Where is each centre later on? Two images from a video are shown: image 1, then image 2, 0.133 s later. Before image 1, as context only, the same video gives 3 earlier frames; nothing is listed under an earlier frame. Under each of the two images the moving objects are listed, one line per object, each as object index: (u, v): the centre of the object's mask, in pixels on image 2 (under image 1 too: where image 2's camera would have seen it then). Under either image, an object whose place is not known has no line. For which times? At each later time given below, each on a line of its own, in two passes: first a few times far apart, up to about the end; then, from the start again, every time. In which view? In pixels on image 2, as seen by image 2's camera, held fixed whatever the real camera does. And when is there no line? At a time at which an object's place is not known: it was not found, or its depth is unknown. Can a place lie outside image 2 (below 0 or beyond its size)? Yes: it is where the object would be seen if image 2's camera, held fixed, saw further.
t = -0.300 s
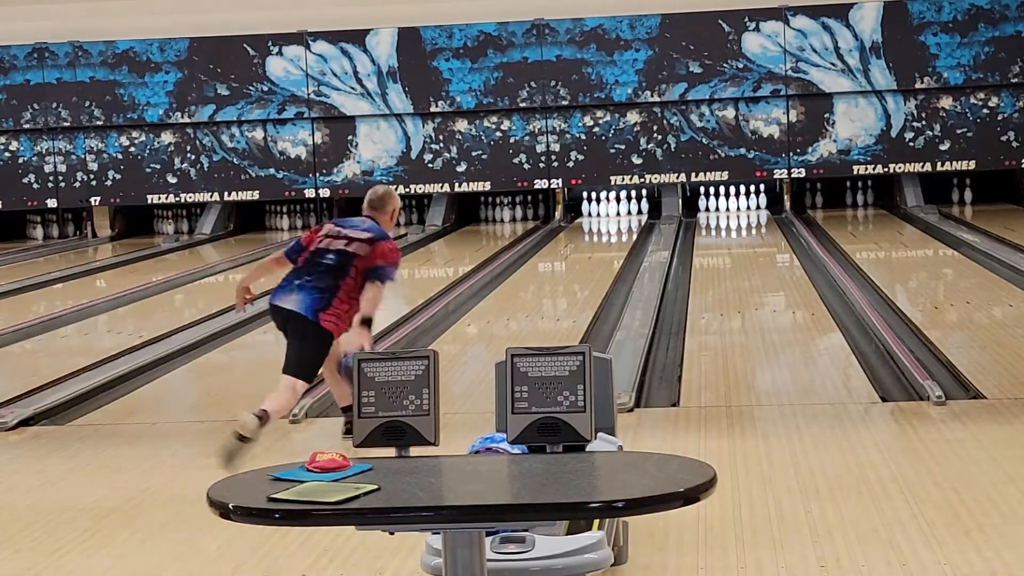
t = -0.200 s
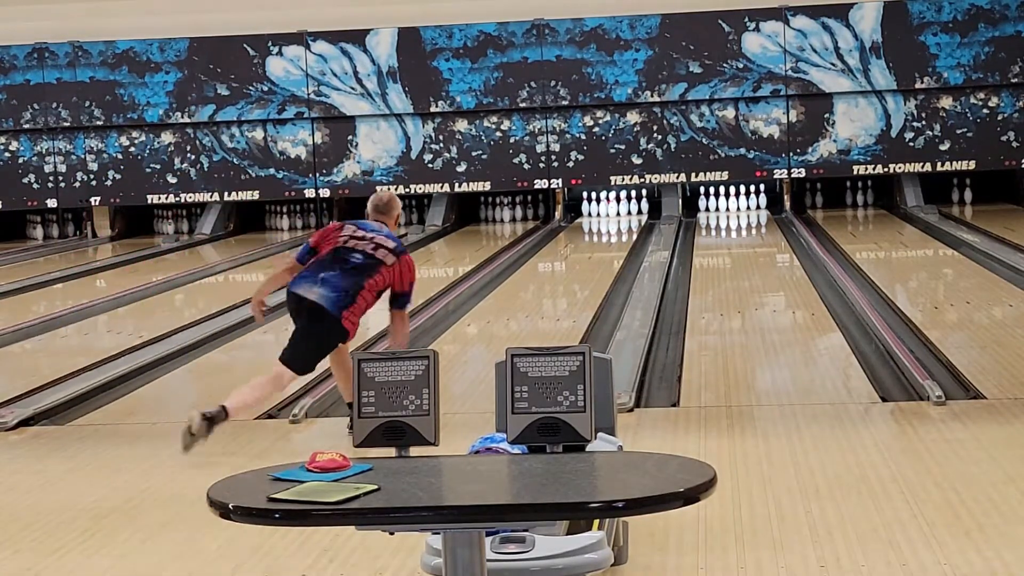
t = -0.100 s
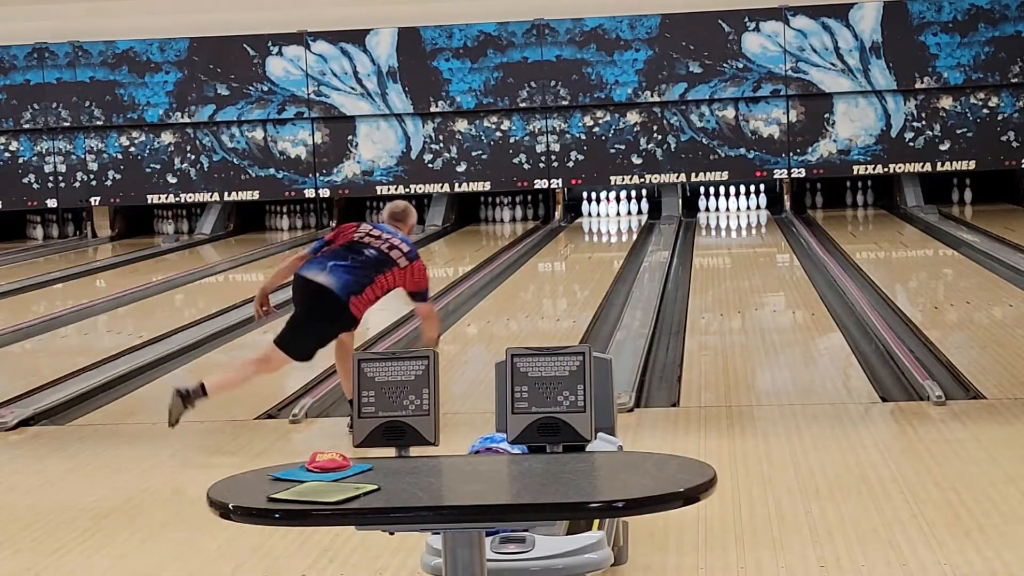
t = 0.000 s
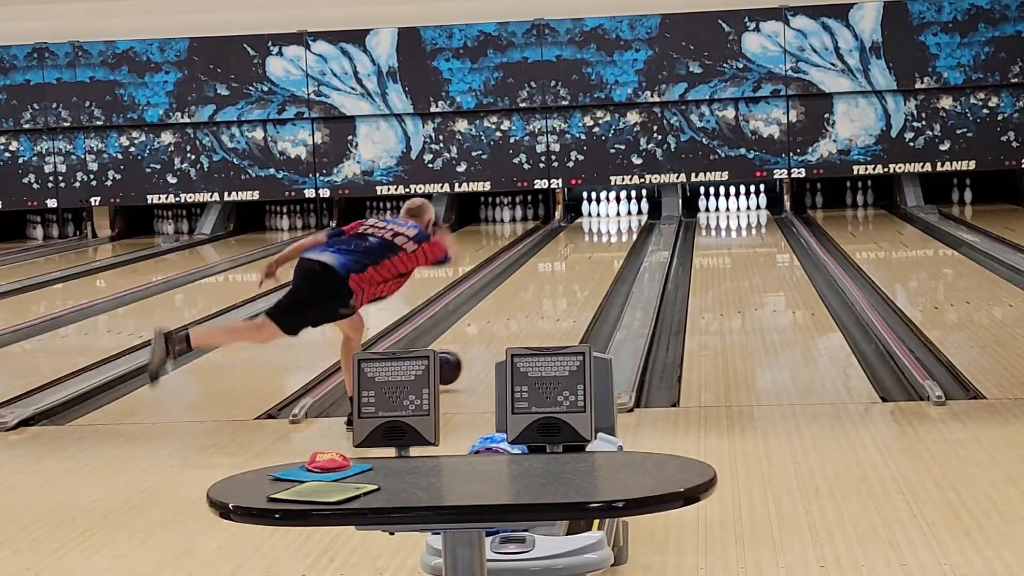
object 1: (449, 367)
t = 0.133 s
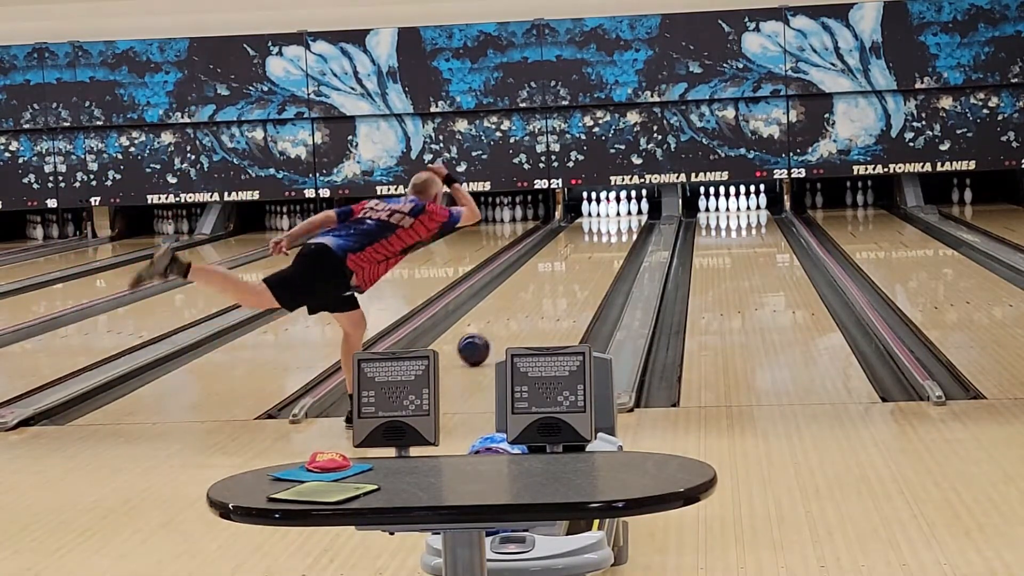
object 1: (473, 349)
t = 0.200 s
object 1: (487, 339)
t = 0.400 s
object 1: (519, 313)
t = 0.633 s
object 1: (547, 292)
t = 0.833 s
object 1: (567, 275)
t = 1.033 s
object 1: (583, 262)
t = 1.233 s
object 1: (597, 250)
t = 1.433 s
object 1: (608, 240)
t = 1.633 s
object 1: (615, 232)
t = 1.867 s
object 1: (621, 224)
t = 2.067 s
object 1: (622, 218)
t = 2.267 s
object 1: (620, 214)
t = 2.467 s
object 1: (620, 210)
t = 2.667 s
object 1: (625, 208)
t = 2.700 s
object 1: (625, 208)
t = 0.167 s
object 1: (480, 344)
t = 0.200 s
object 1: (487, 339)
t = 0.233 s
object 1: (493, 334)
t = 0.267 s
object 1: (498, 330)
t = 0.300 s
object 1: (504, 325)
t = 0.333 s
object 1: (509, 321)
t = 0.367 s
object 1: (514, 317)
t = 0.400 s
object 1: (519, 313)
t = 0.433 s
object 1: (524, 310)
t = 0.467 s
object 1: (528, 306)
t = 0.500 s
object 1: (533, 303)
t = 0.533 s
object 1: (537, 299)
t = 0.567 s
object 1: (541, 296)
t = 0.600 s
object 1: (543, 295)
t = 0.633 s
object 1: (547, 292)
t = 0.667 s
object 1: (550, 289)
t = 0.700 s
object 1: (554, 286)
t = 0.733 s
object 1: (557, 283)
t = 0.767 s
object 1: (561, 280)
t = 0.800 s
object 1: (564, 278)
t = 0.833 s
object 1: (567, 275)
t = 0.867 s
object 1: (570, 273)
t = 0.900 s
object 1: (573, 271)
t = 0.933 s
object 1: (576, 269)
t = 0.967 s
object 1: (578, 266)
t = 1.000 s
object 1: (581, 264)
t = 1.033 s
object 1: (583, 262)
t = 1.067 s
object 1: (586, 260)
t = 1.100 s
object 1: (588, 258)
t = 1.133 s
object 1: (591, 256)
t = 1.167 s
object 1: (593, 254)
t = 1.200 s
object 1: (595, 252)
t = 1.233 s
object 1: (597, 250)
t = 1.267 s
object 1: (599, 248)
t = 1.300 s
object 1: (601, 247)
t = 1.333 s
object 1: (603, 245)
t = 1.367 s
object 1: (604, 243)
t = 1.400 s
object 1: (606, 242)
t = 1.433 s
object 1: (608, 240)
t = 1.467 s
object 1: (609, 239)
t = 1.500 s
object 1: (610, 237)
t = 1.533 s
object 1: (612, 236)
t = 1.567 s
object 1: (613, 235)
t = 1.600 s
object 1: (614, 233)
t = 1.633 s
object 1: (615, 232)
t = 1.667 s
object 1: (617, 231)
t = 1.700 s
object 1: (617, 229)
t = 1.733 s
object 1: (618, 228)
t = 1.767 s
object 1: (619, 227)
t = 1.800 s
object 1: (620, 226)
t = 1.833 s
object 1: (620, 225)
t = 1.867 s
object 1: (621, 224)
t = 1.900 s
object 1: (621, 223)
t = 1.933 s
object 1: (621, 222)
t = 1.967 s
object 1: (622, 221)
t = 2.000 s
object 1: (622, 220)
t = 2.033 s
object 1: (622, 219)
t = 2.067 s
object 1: (622, 218)
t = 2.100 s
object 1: (622, 217)
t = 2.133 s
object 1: (622, 217)
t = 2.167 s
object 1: (621, 216)
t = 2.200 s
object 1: (621, 215)
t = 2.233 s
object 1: (621, 214)
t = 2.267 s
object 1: (620, 214)
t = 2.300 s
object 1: (620, 213)
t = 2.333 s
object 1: (620, 212)
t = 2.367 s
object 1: (619, 212)
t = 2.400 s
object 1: (619, 211)
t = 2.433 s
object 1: (620, 210)
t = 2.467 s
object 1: (620, 210)
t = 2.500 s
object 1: (621, 210)
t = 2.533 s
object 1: (621, 209)
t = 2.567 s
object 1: (623, 208)
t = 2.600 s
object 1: (624, 208)
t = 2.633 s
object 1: (625, 208)
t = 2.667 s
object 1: (625, 208)
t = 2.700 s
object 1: (625, 208)
